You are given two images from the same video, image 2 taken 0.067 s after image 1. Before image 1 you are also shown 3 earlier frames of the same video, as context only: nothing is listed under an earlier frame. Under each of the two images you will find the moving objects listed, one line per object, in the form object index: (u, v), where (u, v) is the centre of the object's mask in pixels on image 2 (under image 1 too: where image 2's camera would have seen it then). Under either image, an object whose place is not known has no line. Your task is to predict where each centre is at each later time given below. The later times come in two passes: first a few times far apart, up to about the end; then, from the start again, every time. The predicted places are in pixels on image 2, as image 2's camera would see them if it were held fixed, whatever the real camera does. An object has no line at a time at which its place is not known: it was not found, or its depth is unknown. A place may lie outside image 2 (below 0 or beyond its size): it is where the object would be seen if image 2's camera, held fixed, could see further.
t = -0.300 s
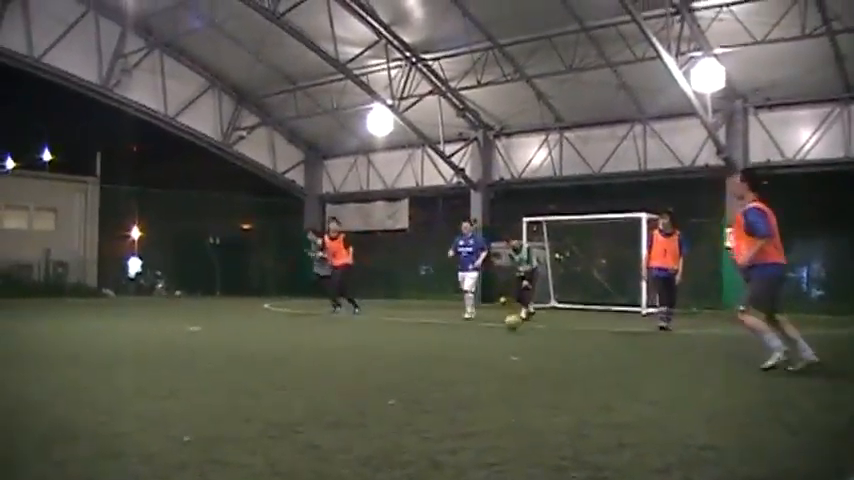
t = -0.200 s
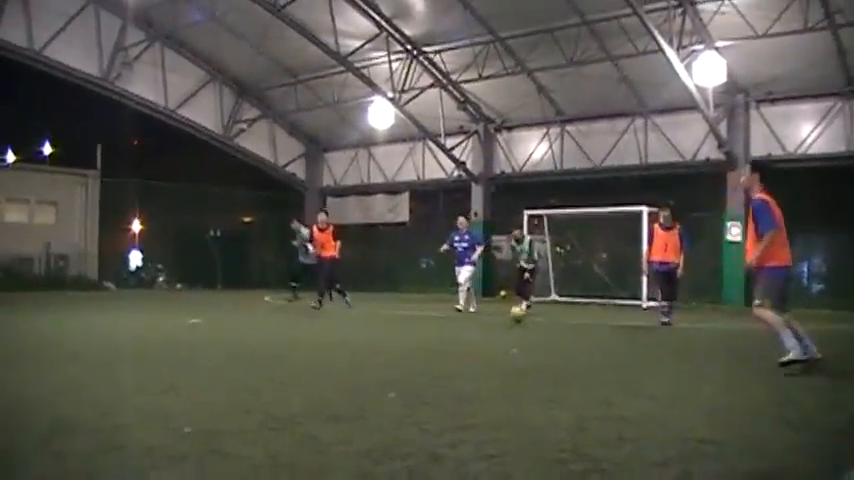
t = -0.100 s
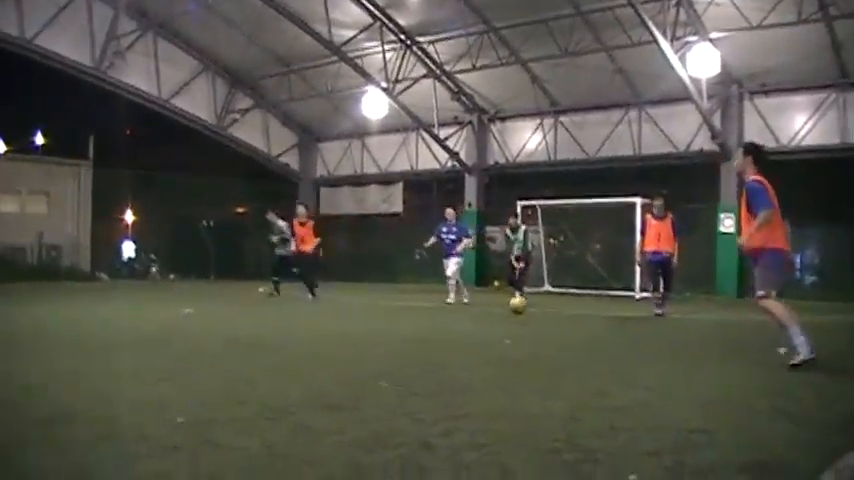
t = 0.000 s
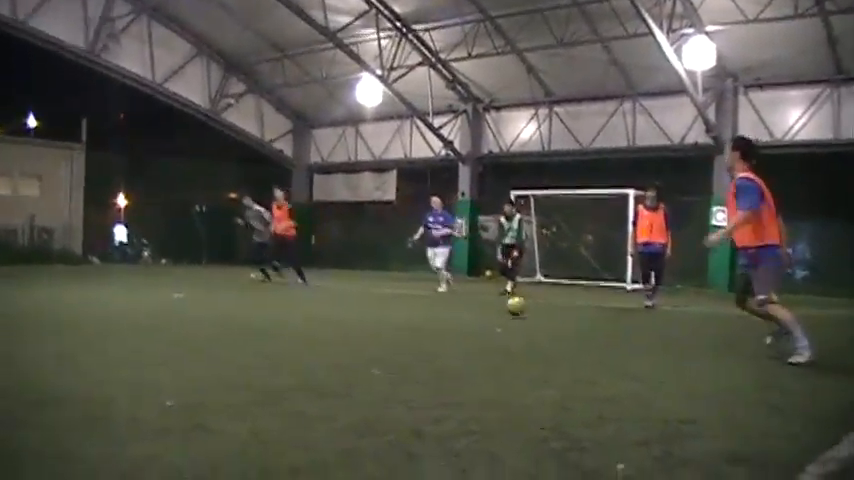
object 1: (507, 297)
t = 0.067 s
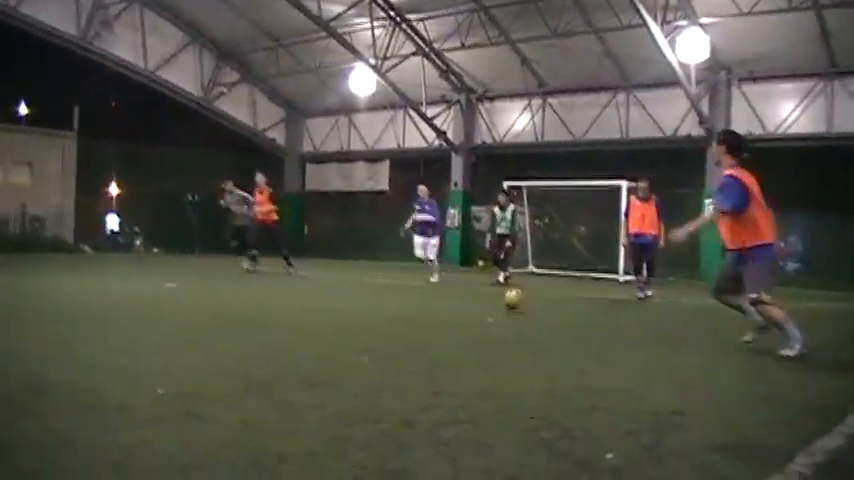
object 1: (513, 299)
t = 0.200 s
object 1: (526, 301)
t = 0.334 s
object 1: (543, 318)
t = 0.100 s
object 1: (516, 297)
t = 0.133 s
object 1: (520, 297)
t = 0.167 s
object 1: (523, 299)
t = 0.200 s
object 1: (526, 301)
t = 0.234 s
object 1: (530, 305)
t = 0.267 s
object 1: (534, 312)
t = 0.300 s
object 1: (538, 316)
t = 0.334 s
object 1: (543, 318)
